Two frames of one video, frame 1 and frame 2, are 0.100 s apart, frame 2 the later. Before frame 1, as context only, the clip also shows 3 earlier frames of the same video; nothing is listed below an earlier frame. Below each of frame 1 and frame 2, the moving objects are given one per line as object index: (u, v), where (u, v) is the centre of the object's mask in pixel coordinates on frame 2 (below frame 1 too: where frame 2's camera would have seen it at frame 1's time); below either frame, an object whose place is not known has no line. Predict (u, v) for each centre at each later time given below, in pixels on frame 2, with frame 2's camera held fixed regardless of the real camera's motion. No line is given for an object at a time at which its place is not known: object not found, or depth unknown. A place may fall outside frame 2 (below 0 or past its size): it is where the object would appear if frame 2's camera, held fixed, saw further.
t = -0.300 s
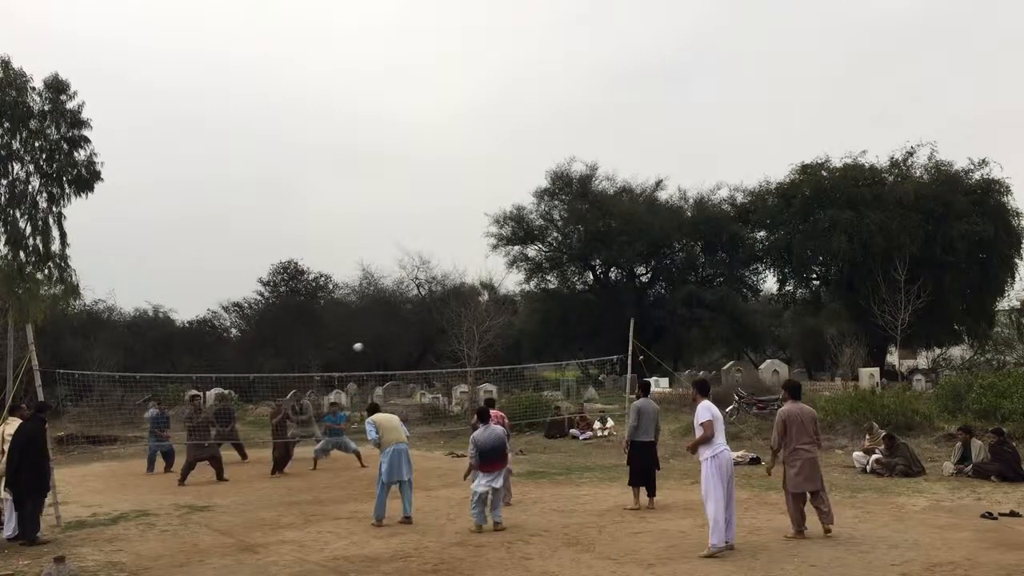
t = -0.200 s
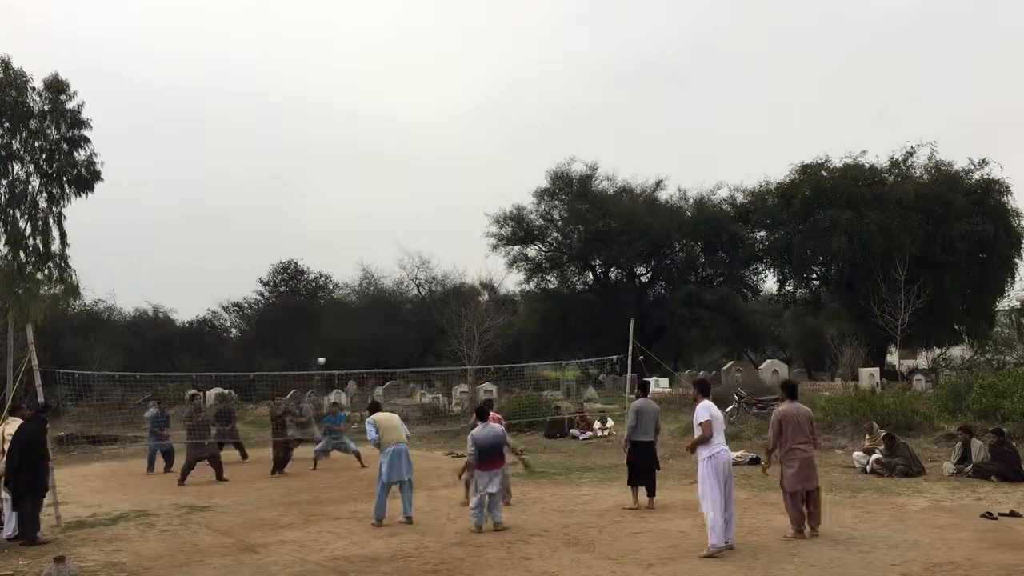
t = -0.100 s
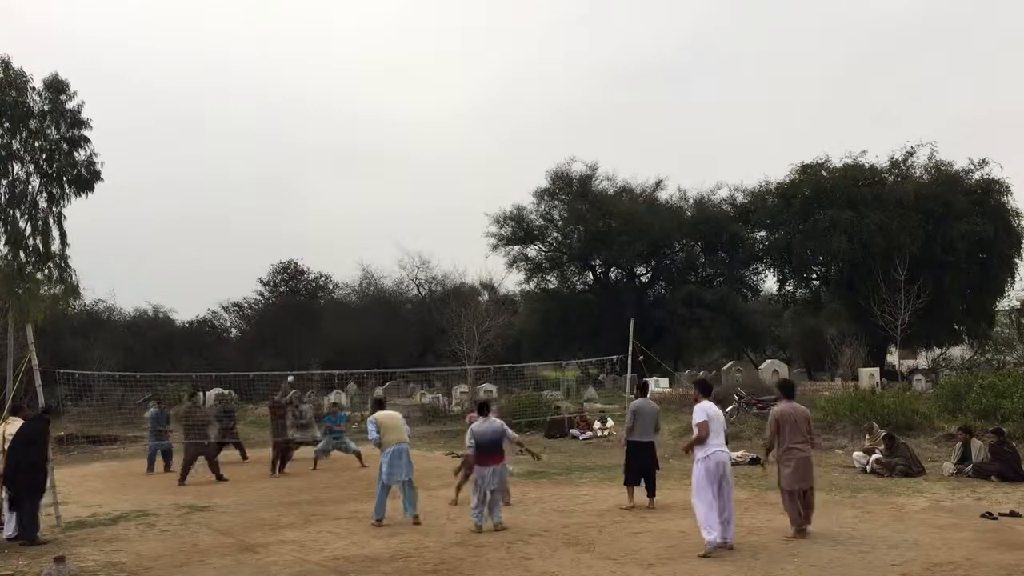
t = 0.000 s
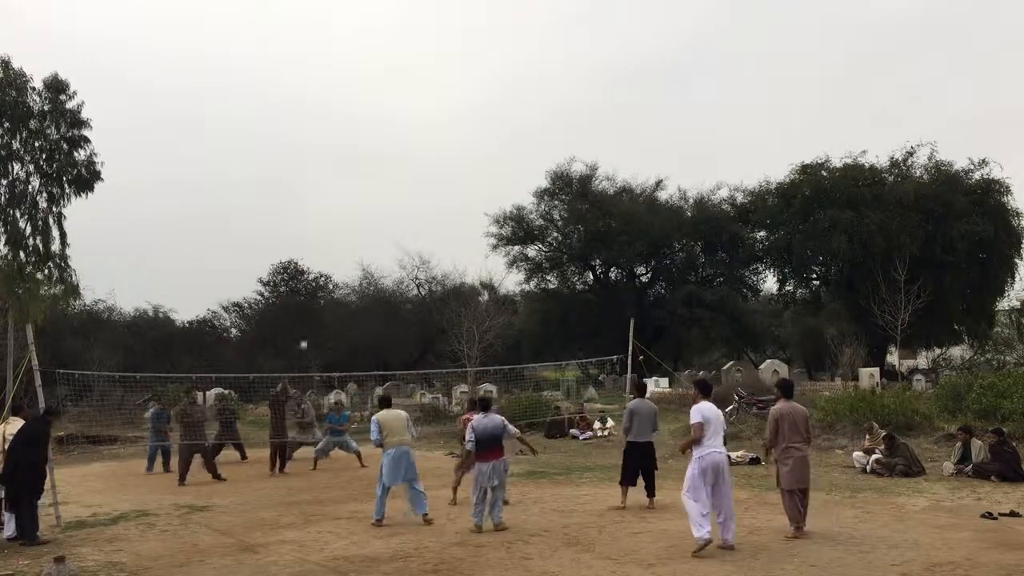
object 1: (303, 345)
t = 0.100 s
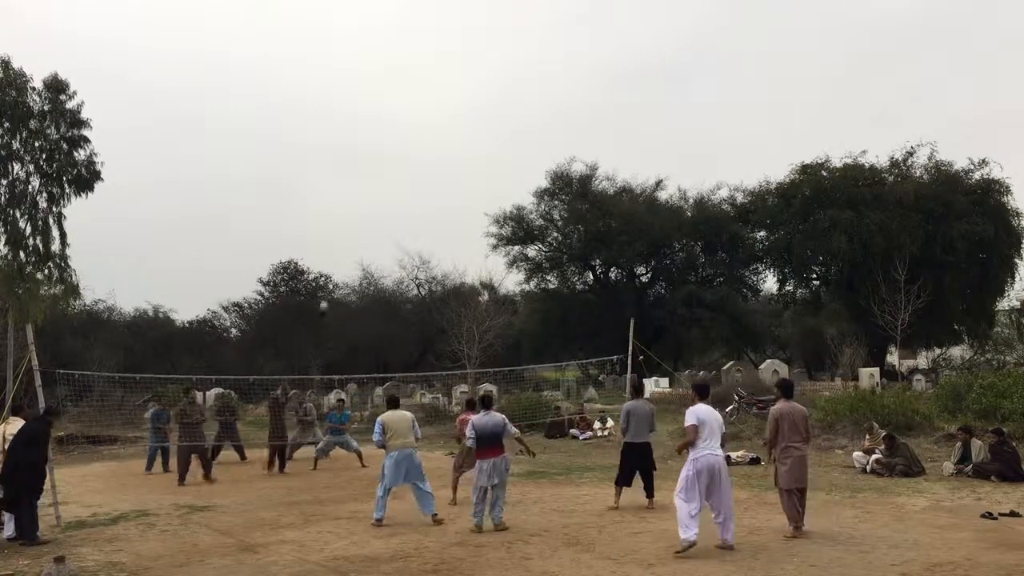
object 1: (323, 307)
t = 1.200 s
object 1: (597, 197)
